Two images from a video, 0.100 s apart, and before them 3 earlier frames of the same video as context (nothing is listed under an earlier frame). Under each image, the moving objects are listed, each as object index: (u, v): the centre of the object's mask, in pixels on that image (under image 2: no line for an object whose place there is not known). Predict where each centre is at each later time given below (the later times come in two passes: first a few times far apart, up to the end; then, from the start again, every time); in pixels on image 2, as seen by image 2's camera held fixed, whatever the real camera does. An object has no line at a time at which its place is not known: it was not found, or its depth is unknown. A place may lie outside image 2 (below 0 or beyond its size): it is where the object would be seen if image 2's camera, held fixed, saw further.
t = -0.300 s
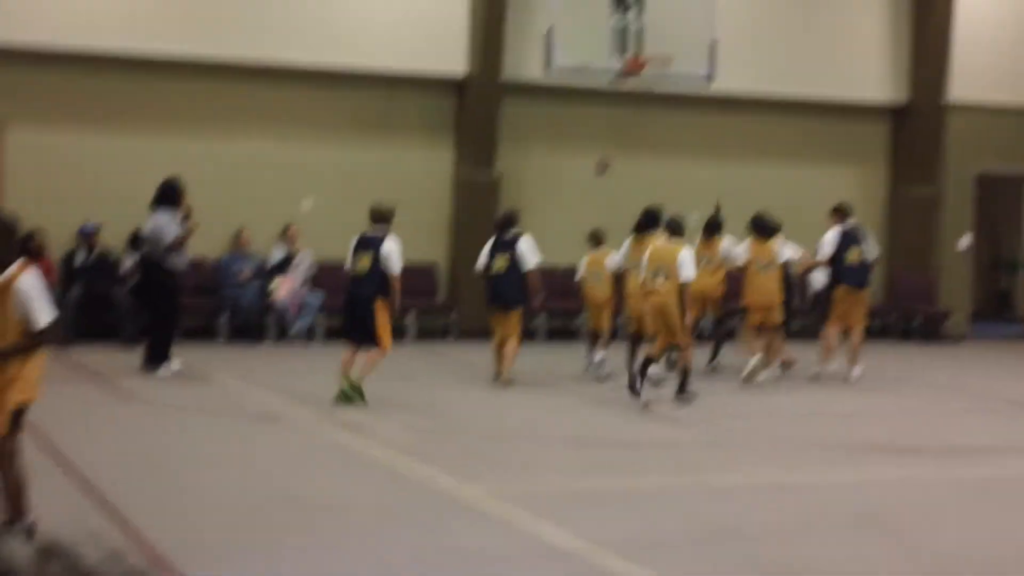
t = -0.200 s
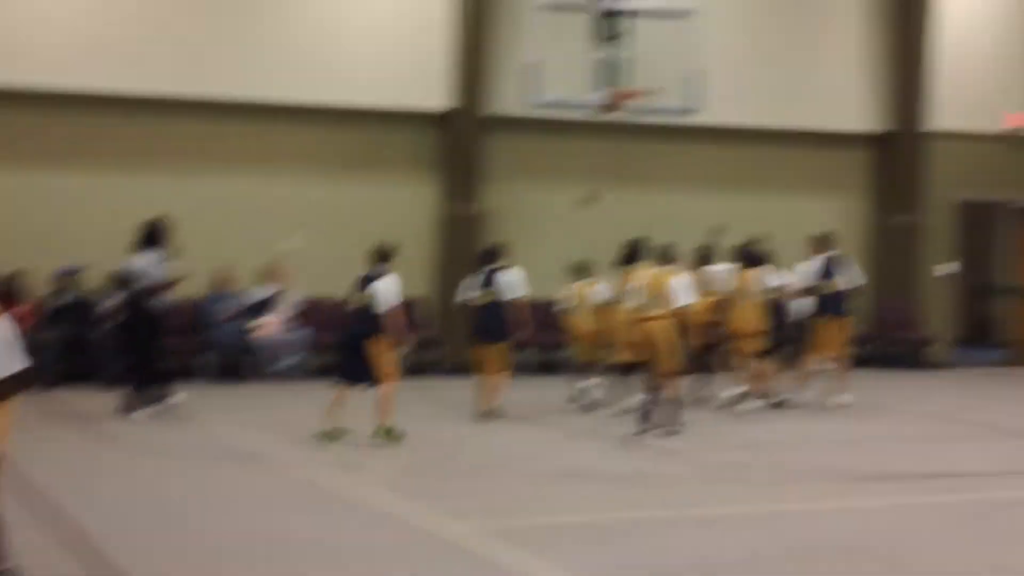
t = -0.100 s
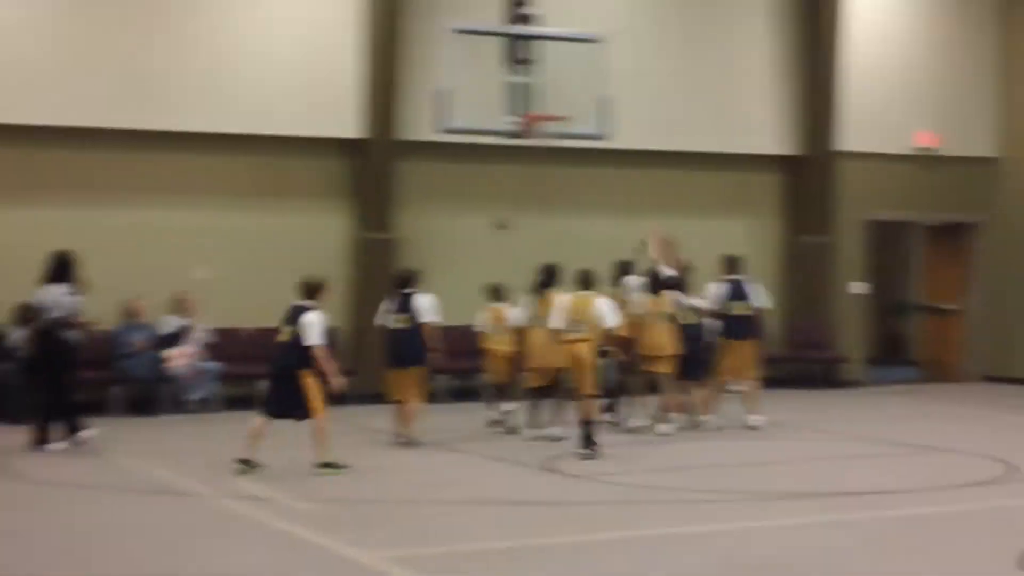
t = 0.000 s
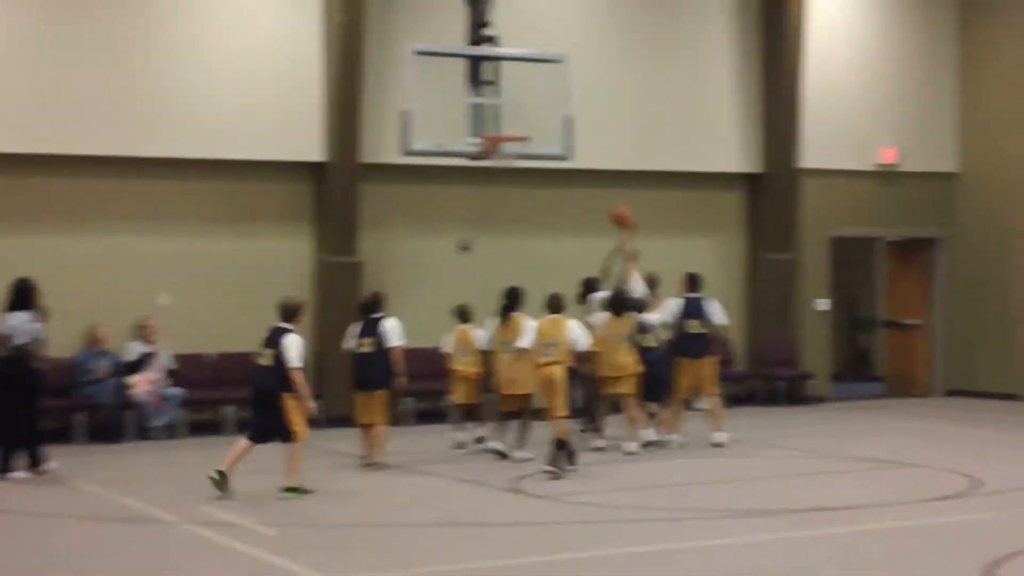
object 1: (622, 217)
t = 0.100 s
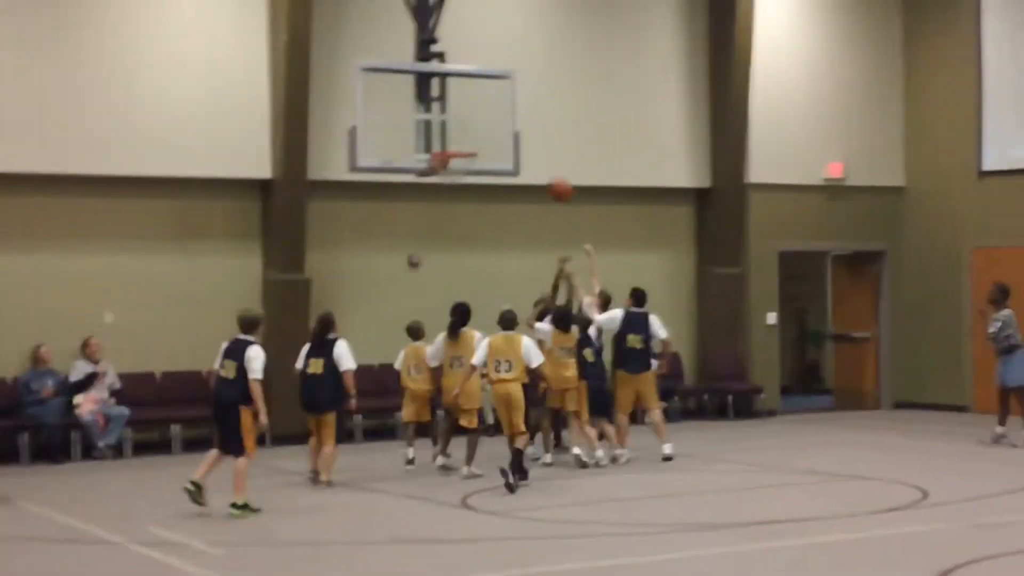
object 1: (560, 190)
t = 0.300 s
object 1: (538, 129)
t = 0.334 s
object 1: (533, 122)
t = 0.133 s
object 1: (556, 176)
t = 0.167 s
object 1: (552, 165)
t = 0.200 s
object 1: (548, 154)
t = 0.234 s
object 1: (544, 145)
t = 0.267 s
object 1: (541, 136)
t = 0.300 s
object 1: (538, 129)
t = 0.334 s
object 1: (533, 122)
